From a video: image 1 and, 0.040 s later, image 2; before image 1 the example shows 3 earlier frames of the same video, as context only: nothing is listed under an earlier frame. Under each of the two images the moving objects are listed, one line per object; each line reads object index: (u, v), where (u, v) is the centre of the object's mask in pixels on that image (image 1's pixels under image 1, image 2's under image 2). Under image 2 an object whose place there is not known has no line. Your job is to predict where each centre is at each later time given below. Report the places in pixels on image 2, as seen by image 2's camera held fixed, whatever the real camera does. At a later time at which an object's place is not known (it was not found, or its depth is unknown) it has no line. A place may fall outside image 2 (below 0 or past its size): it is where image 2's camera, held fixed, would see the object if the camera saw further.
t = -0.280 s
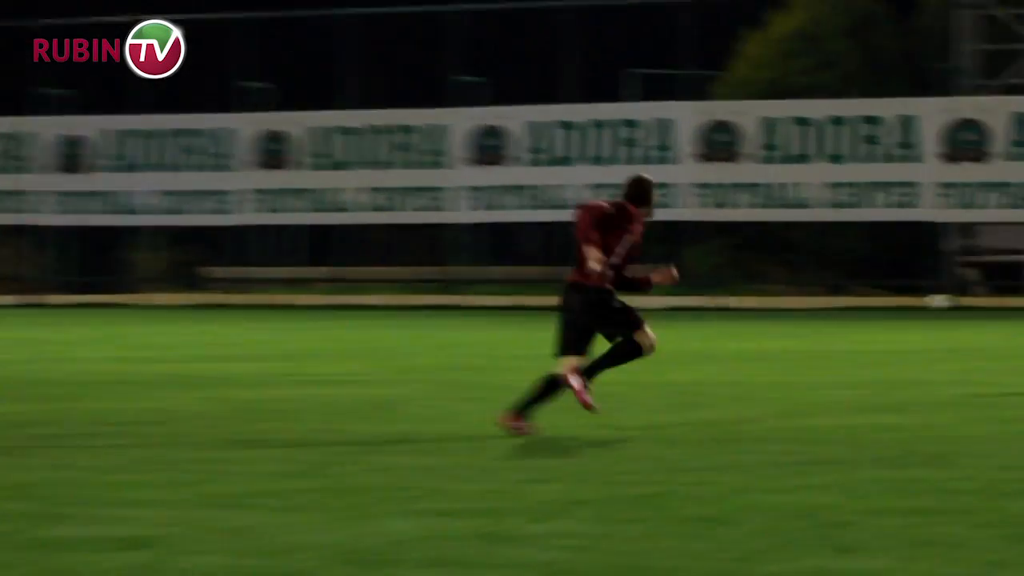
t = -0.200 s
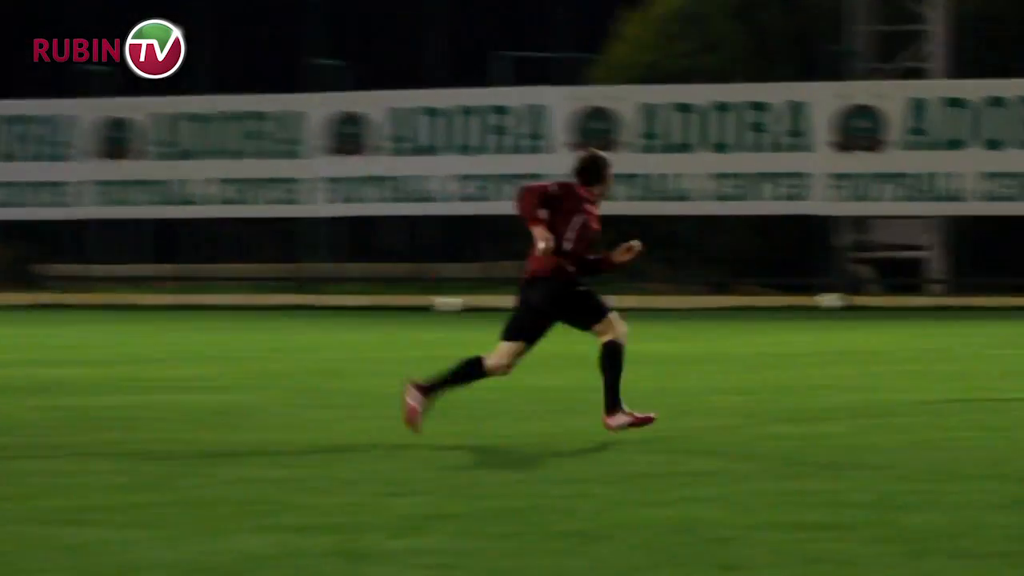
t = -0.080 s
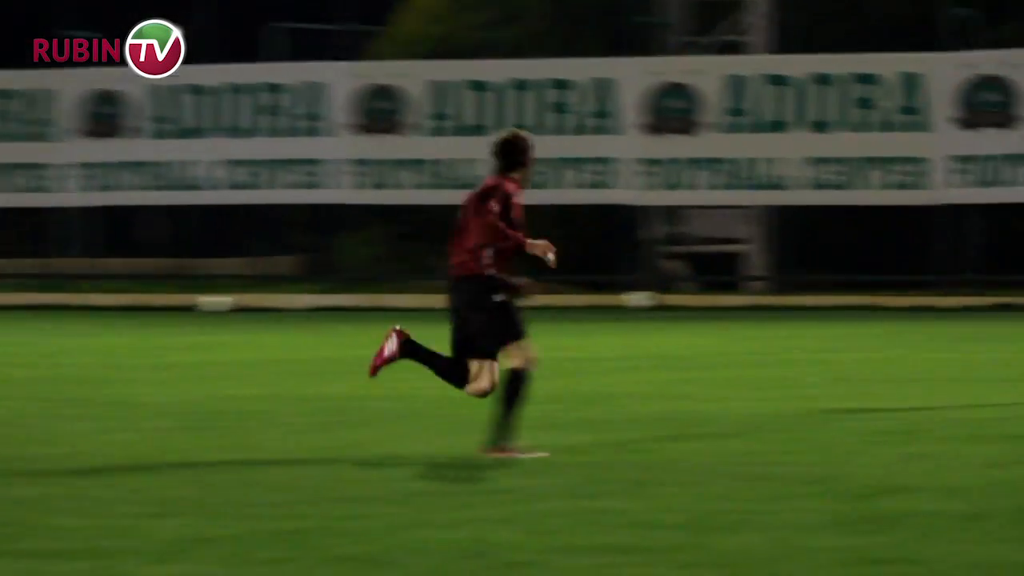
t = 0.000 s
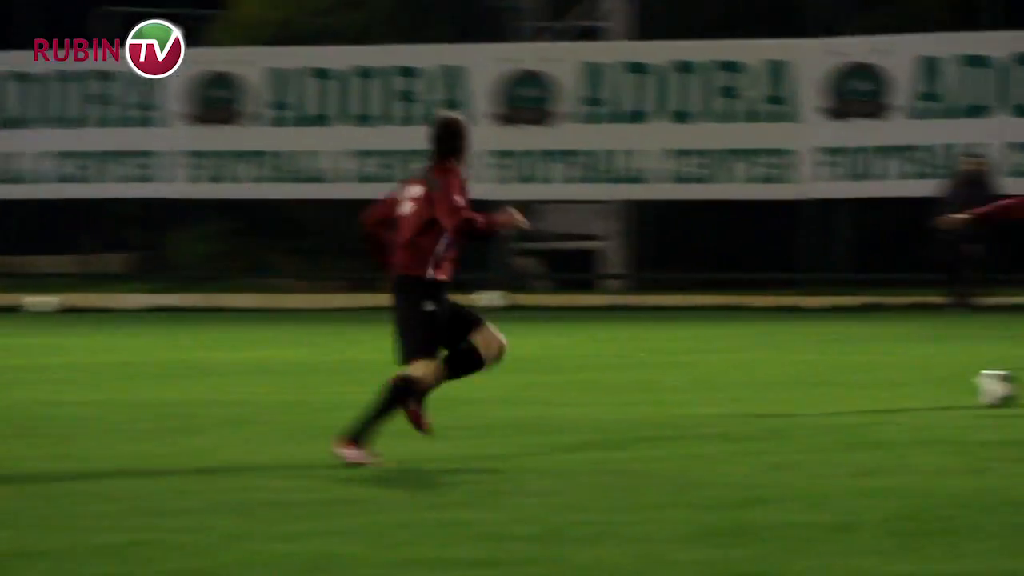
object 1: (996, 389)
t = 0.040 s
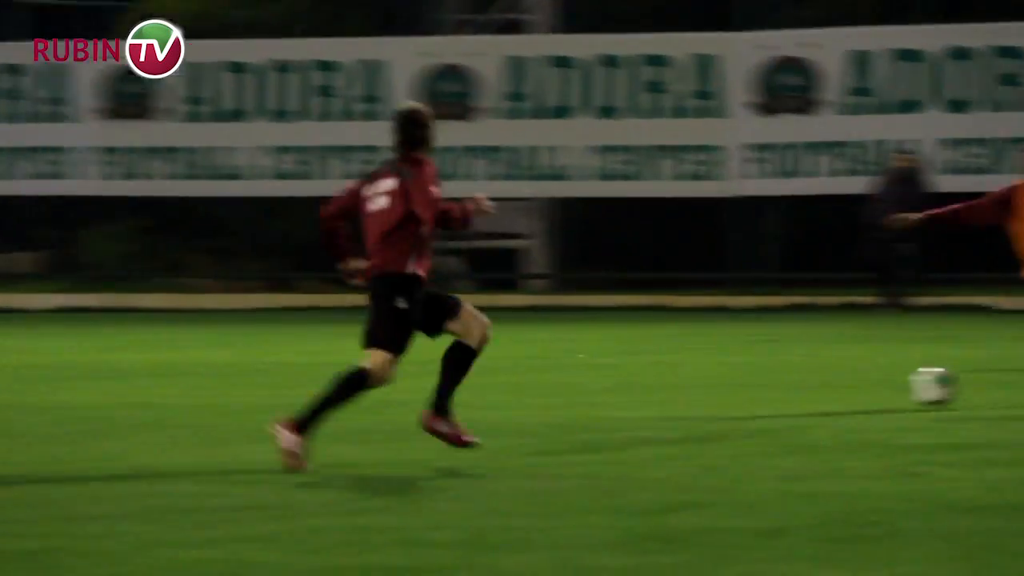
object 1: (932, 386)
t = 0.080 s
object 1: (939, 386)
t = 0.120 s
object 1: (948, 388)
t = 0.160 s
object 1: (957, 392)
